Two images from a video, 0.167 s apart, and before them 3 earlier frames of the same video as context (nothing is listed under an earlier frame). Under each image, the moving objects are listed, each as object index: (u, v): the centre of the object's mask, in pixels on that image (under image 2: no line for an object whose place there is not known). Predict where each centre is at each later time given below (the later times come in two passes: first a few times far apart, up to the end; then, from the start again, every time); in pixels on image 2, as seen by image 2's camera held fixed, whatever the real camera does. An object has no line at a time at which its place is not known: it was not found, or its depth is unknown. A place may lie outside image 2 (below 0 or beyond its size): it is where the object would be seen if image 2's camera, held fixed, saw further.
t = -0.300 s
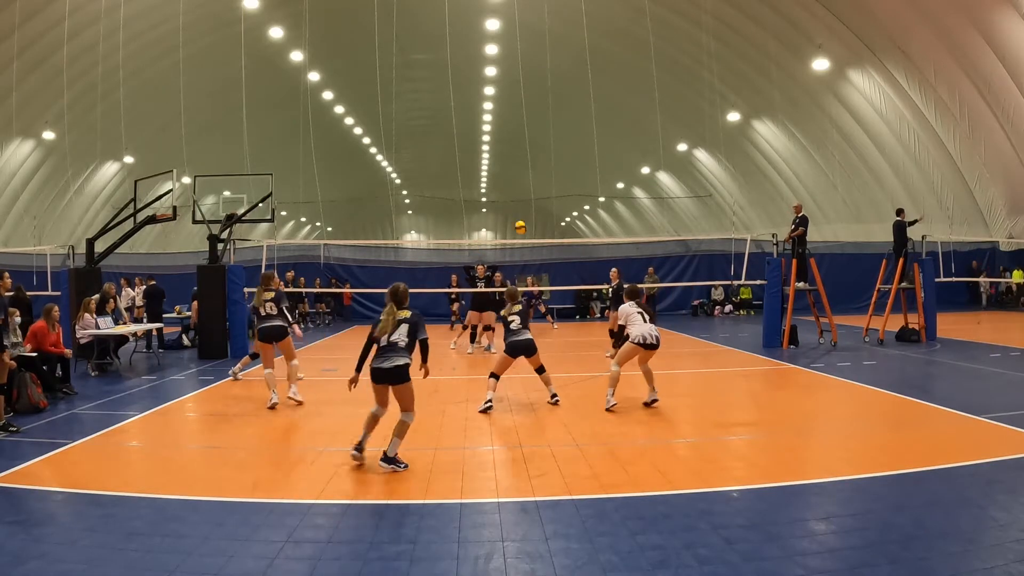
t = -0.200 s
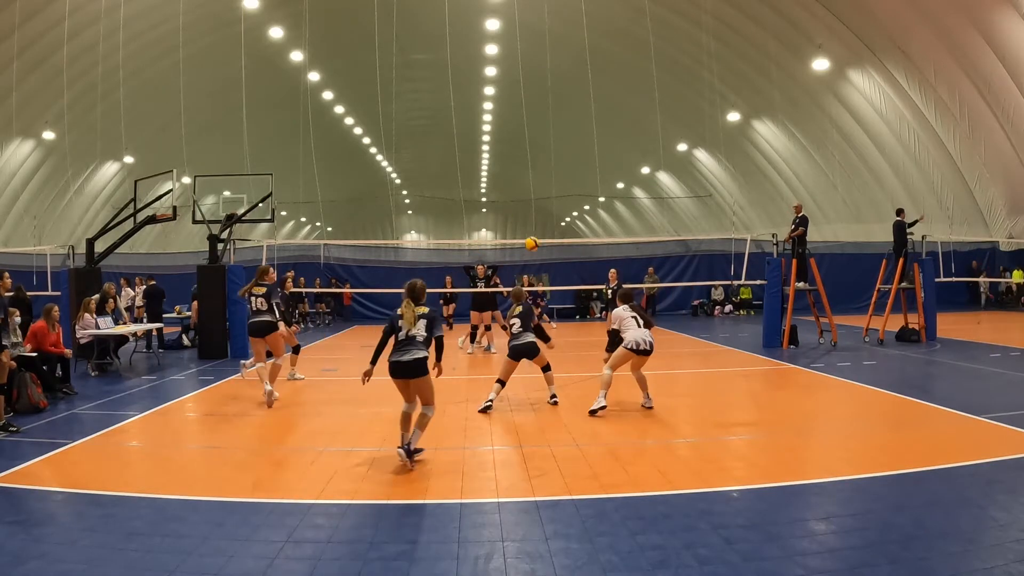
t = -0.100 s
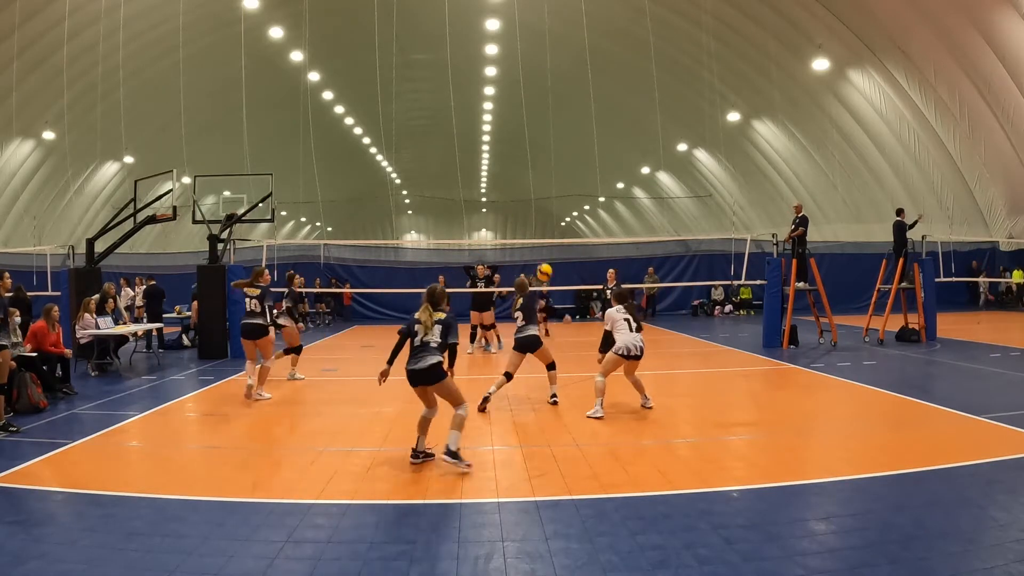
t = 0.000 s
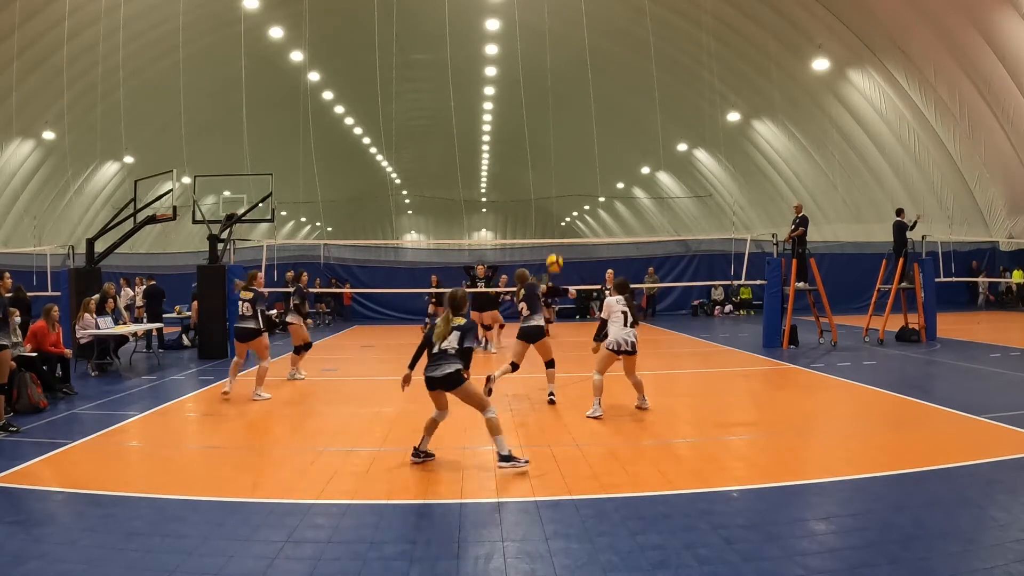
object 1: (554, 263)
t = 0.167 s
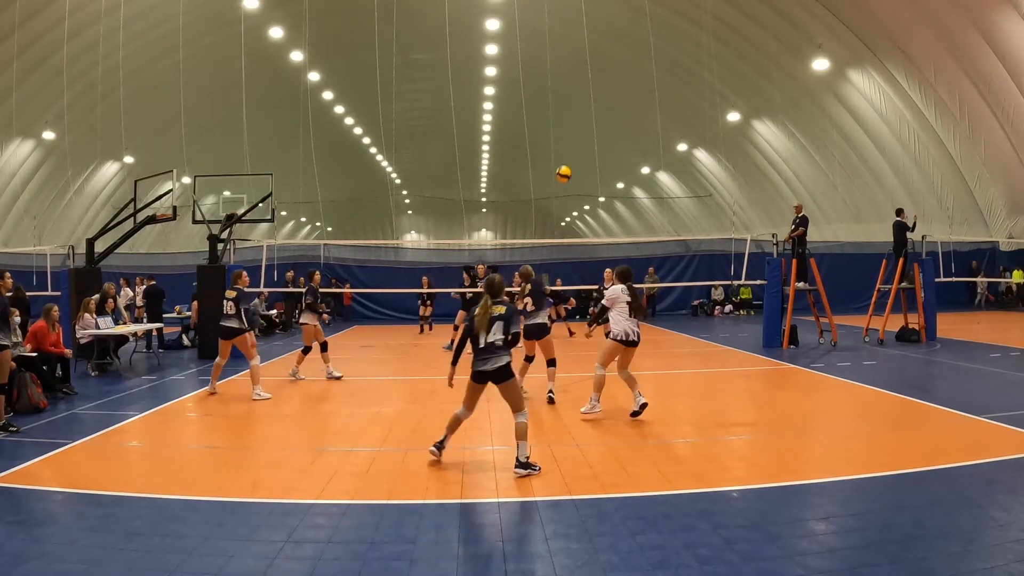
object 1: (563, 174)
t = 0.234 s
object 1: (567, 148)
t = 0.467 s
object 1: (578, 91)
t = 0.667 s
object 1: (586, 76)
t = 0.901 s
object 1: (596, 84)
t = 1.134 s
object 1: (604, 117)
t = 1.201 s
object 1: (607, 130)
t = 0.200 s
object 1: (565, 160)
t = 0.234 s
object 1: (567, 148)
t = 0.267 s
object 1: (569, 137)
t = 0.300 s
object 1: (570, 127)
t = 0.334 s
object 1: (572, 118)
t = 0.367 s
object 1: (573, 110)
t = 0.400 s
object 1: (575, 103)
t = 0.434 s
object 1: (576, 97)
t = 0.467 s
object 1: (578, 91)
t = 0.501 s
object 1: (579, 87)
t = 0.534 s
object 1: (581, 83)
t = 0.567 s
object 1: (582, 80)
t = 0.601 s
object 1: (583, 79)
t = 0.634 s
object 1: (585, 76)
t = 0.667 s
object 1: (586, 76)
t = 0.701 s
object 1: (588, 75)
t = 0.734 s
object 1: (589, 76)
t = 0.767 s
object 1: (590, 76)
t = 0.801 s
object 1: (592, 77)
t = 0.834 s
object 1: (593, 79)
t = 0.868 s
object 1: (594, 82)
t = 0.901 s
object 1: (596, 84)
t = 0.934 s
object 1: (597, 88)
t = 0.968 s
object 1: (598, 92)
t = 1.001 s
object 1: (599, 96)
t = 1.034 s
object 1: (601, 101)
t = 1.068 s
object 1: (602, 106)
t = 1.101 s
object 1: (603, 112)
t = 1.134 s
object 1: (604, 117)
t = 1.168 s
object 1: (606, 124)
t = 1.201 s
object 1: (607, 130)
